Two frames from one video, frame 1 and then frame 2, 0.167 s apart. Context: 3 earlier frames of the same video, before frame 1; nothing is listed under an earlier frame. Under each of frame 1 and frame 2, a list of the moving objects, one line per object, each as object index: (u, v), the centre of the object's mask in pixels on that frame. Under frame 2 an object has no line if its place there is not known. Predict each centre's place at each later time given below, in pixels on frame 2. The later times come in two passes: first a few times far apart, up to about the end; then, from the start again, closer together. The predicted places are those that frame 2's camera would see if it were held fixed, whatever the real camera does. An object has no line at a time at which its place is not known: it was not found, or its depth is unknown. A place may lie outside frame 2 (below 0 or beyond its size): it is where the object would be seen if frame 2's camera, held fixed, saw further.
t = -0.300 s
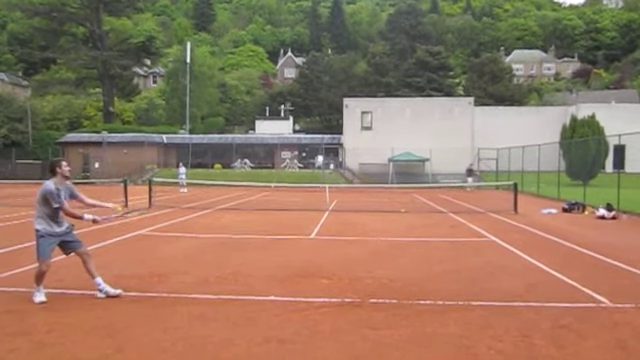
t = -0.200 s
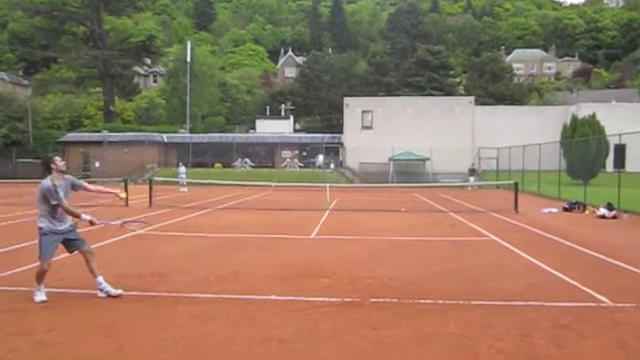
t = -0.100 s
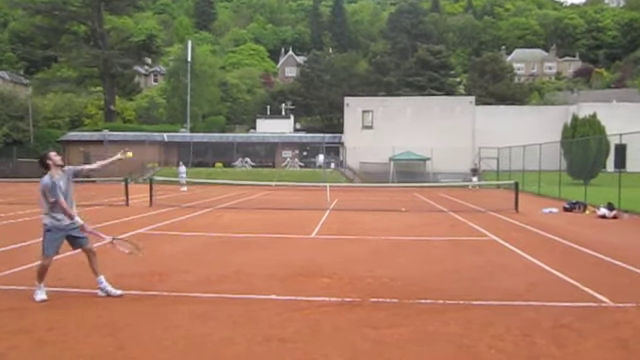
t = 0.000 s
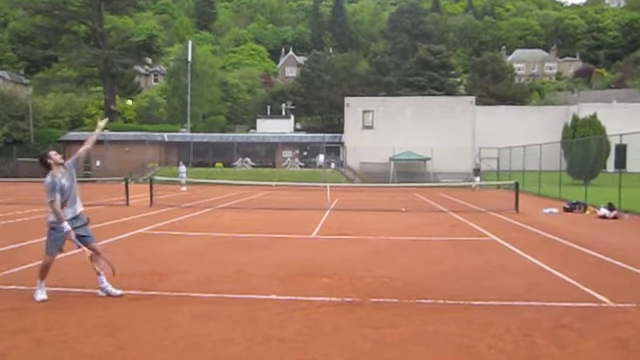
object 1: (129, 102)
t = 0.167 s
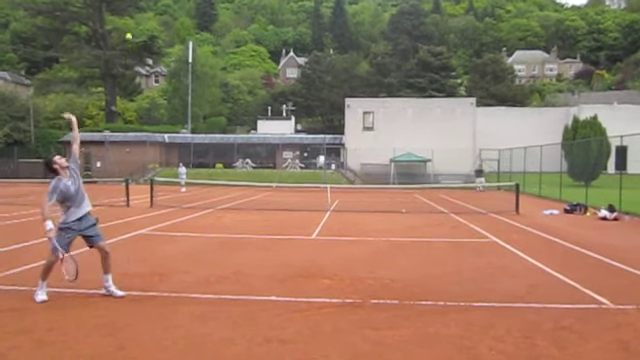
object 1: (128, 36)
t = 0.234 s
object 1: (127, 16)
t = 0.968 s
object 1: (121, 22)
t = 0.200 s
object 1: (128, 25)
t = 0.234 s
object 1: (127, 16)
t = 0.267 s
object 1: (128, 8)
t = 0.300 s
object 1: (127, 0)
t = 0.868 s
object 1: (122, 0)
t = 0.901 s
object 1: (122, 6)
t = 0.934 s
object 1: (121, 14)
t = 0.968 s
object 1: (121, 22)
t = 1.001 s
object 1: (121, 32)
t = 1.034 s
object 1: (120, 42)
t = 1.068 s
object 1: (120, 53)
